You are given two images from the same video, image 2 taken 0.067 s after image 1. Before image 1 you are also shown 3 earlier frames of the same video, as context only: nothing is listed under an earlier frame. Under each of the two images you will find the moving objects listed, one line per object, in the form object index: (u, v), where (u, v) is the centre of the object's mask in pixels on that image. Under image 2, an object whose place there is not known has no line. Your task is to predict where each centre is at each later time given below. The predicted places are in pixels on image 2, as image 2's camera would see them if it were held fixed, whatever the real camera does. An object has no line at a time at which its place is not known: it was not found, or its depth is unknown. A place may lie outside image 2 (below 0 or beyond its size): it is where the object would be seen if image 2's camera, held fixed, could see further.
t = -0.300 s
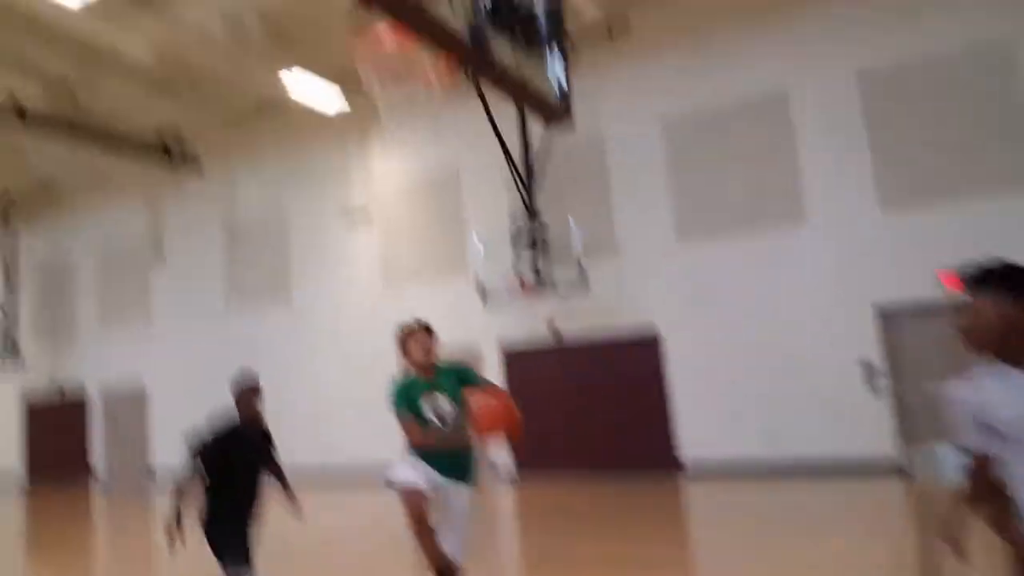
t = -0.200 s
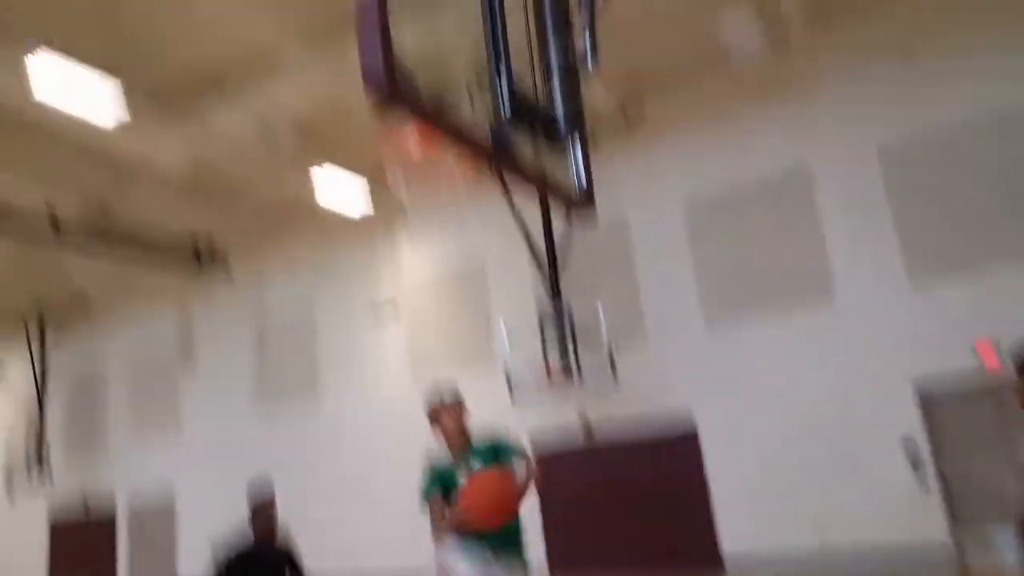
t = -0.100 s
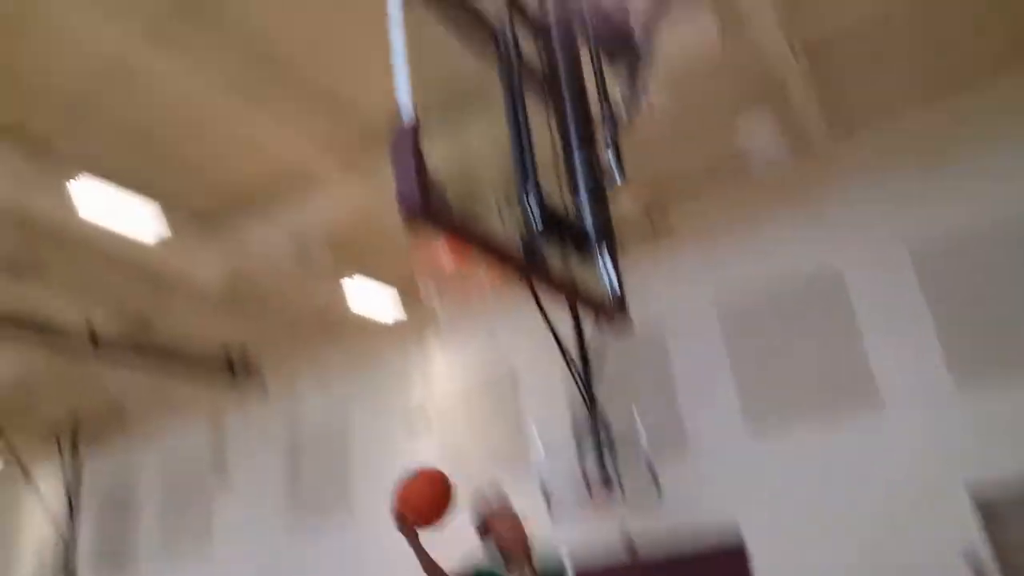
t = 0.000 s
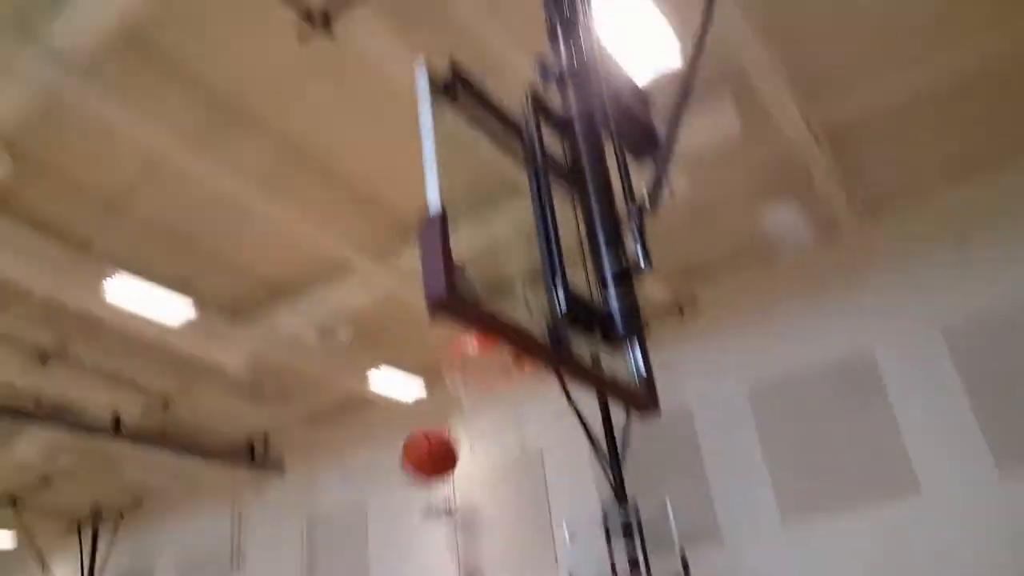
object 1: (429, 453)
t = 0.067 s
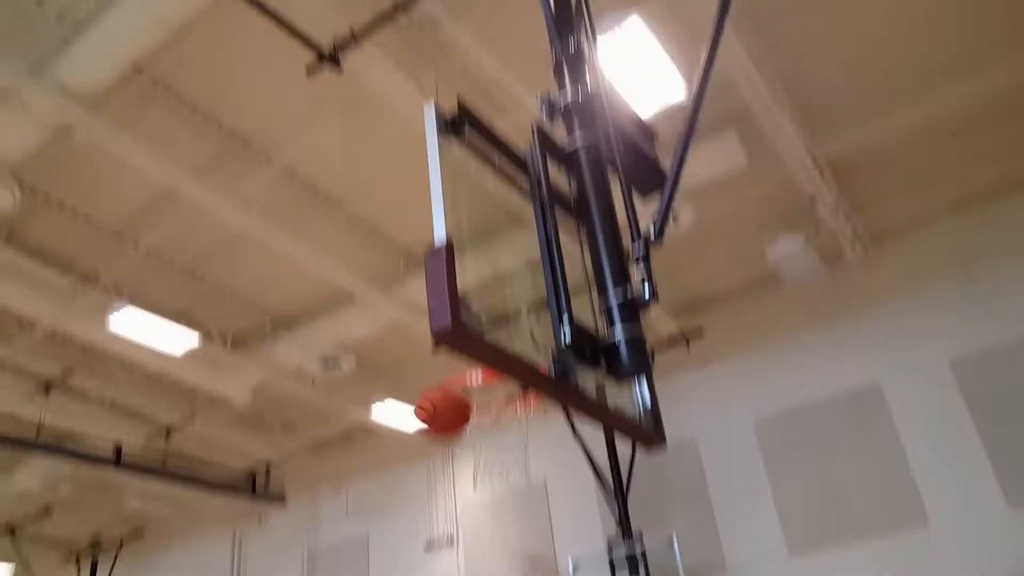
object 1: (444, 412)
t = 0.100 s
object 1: (446, 380)
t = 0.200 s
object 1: (467, 282)
